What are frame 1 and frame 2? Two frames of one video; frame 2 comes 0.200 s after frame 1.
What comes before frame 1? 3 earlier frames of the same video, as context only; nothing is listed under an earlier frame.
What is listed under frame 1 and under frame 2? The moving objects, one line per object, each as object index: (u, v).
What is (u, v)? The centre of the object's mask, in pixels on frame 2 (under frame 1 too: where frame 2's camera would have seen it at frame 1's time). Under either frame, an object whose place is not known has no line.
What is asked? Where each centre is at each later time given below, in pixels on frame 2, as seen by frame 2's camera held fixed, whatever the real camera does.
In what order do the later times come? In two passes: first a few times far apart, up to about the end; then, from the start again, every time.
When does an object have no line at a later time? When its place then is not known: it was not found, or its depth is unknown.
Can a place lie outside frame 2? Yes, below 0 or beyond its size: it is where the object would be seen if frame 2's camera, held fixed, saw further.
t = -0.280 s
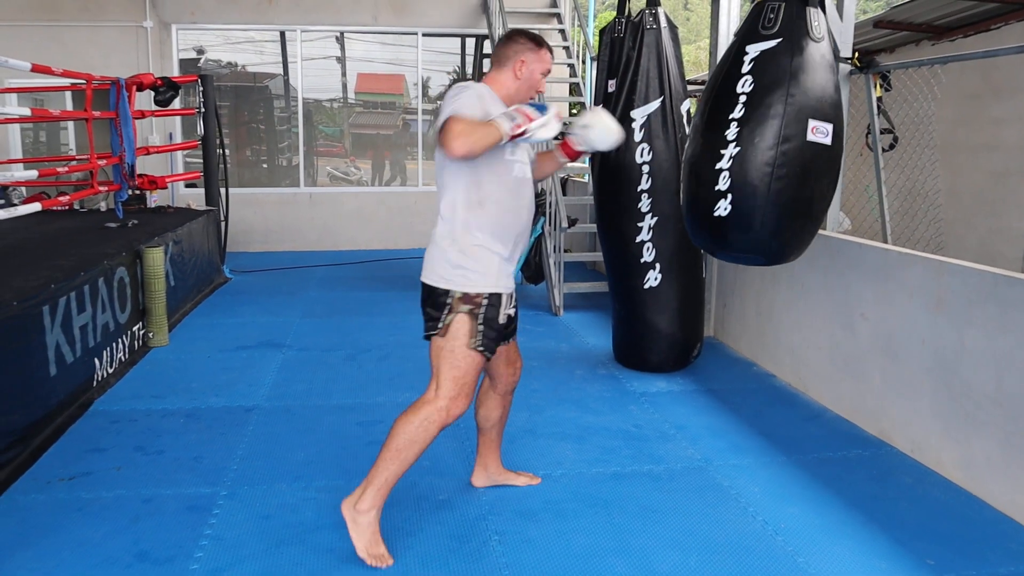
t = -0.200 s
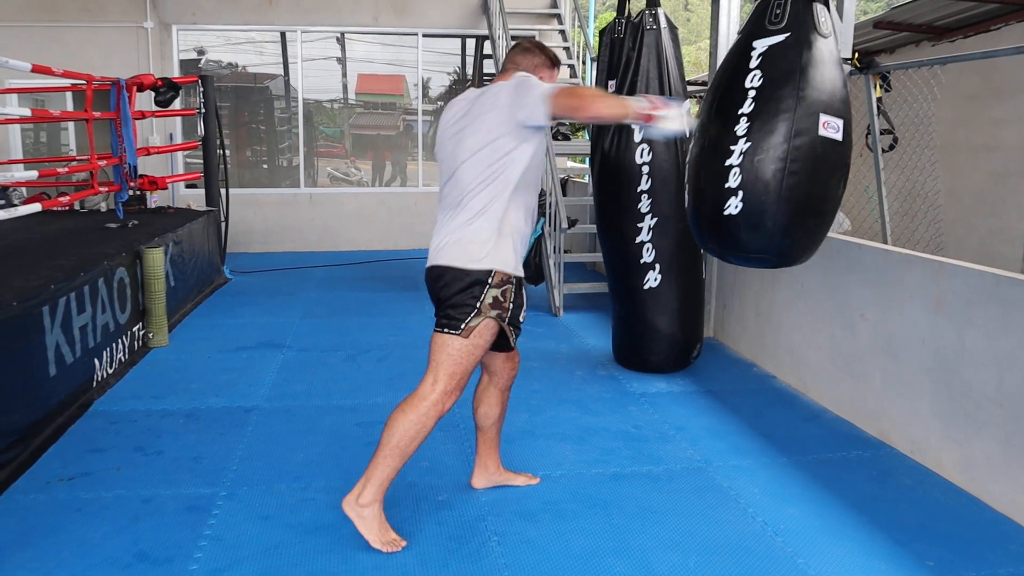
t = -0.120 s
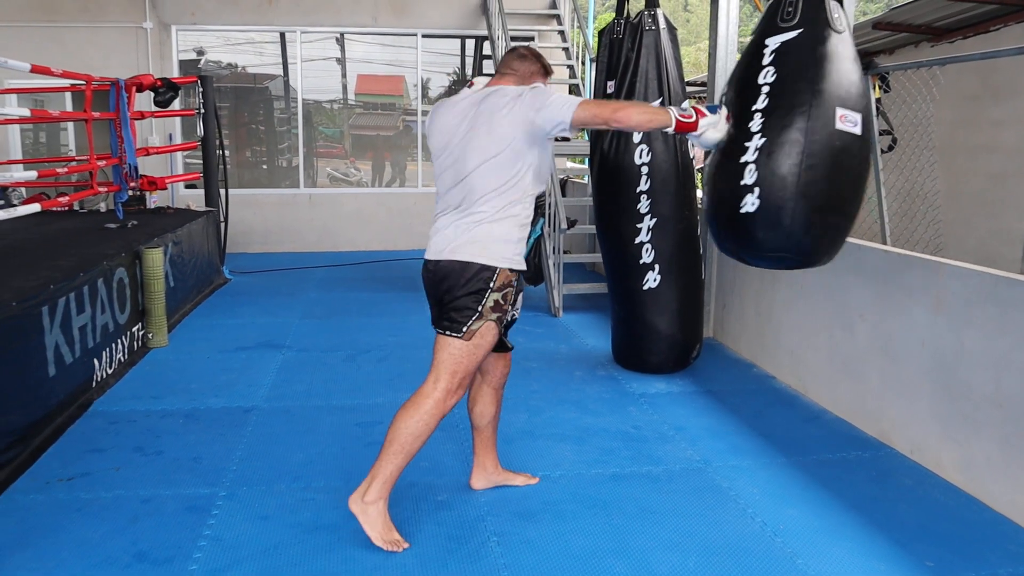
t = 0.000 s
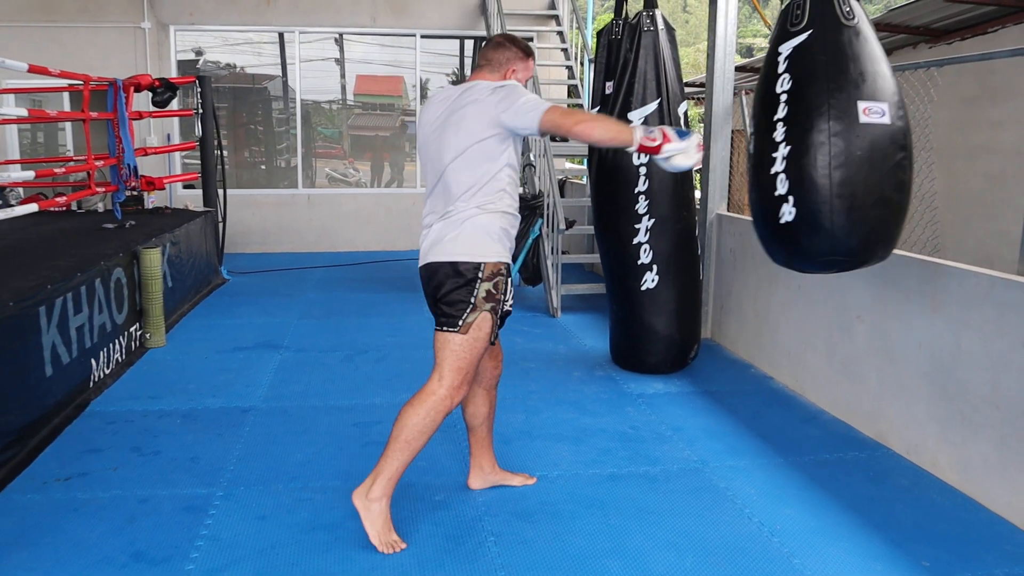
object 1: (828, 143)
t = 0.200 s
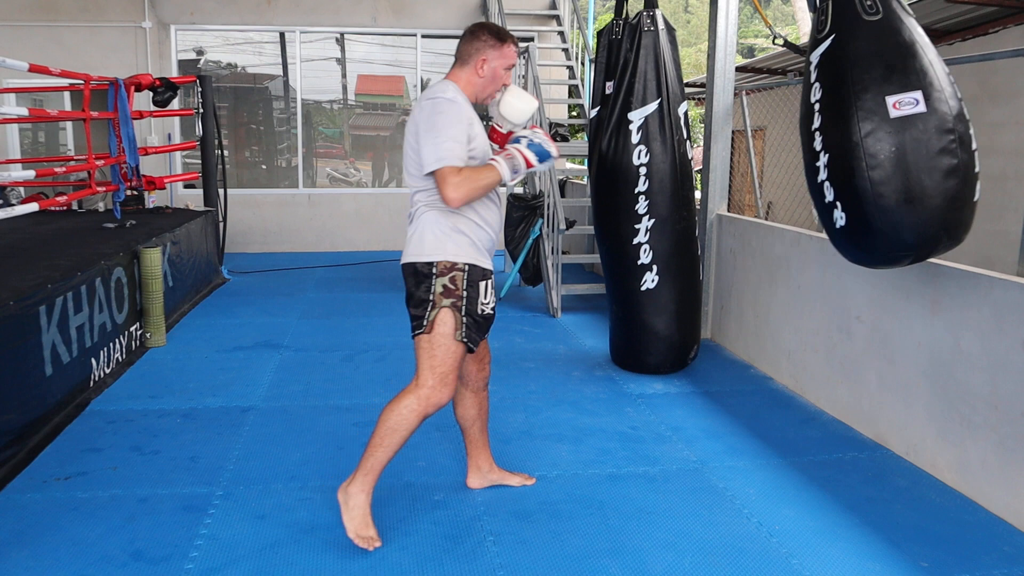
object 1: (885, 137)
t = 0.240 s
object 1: (893, 135)
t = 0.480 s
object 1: (909, 131)
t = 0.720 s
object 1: (868, 136)
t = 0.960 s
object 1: (801, 137)
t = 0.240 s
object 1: (893, 135)
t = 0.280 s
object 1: (900, 134)
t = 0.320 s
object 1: (905, 133)
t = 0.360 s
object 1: (908, 132)
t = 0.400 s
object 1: (910, 131)
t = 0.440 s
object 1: (910, 131)
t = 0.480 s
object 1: (909, 131)
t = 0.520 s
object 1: (906, 132)
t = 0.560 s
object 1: (901, 132)
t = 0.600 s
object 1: (895, 133)
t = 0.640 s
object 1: (887, 134)
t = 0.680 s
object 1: (878, 135)
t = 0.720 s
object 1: (868, 136)
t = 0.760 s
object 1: (858, 137)
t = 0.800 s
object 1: (847, 137)
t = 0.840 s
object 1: (836, 137)
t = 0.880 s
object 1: (824, 138)
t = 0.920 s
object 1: (813, 138)
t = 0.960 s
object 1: (801, 137)
